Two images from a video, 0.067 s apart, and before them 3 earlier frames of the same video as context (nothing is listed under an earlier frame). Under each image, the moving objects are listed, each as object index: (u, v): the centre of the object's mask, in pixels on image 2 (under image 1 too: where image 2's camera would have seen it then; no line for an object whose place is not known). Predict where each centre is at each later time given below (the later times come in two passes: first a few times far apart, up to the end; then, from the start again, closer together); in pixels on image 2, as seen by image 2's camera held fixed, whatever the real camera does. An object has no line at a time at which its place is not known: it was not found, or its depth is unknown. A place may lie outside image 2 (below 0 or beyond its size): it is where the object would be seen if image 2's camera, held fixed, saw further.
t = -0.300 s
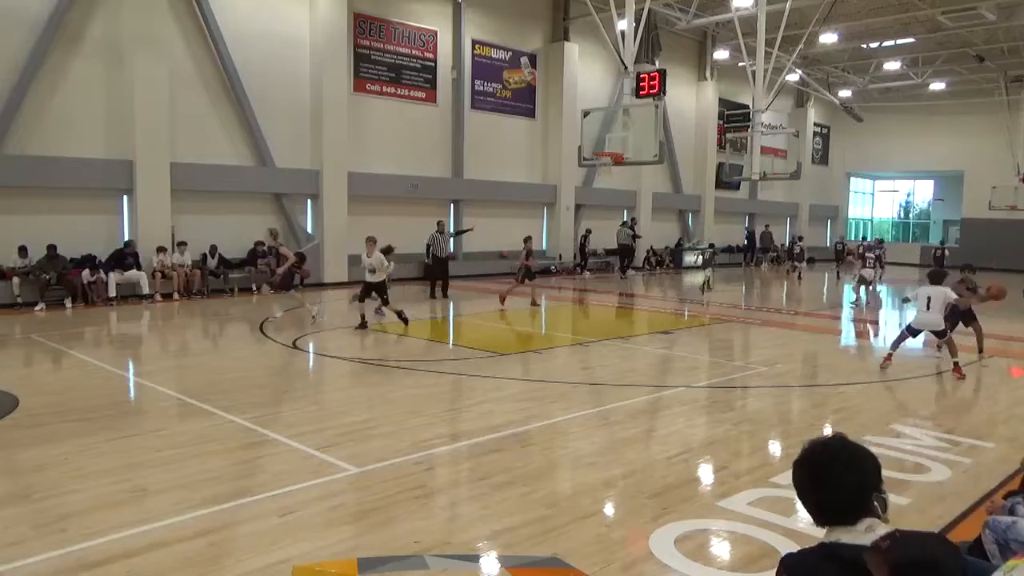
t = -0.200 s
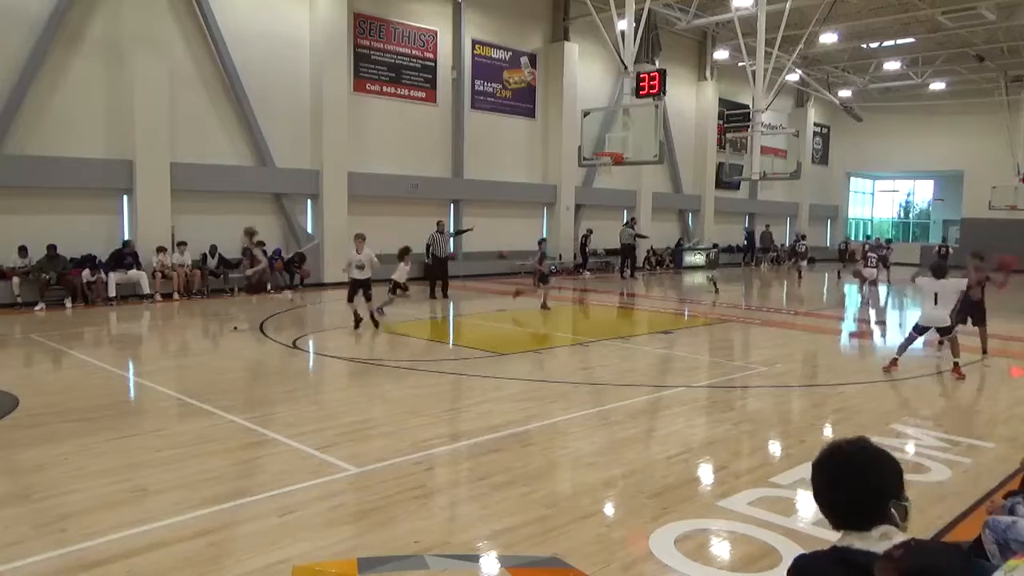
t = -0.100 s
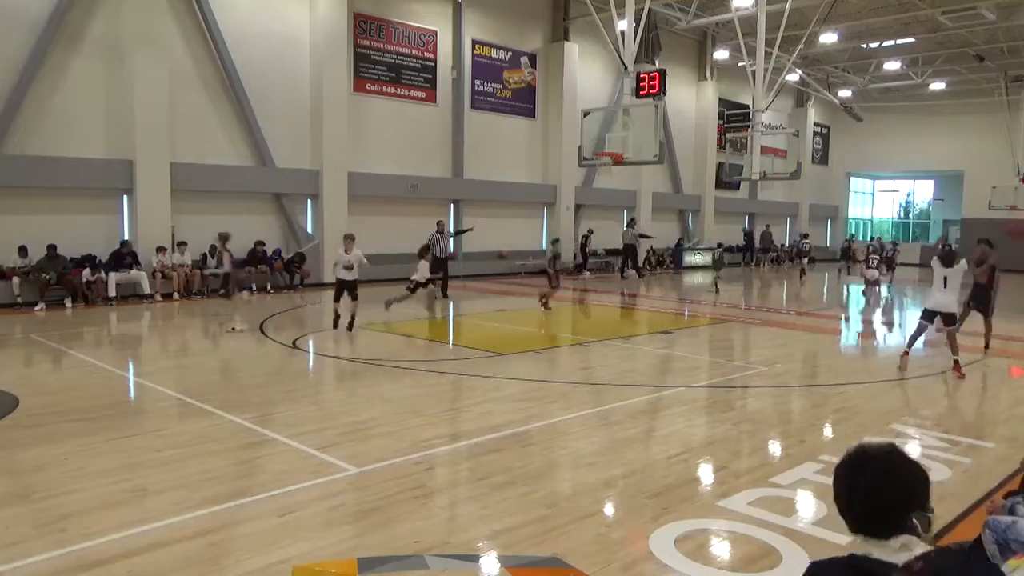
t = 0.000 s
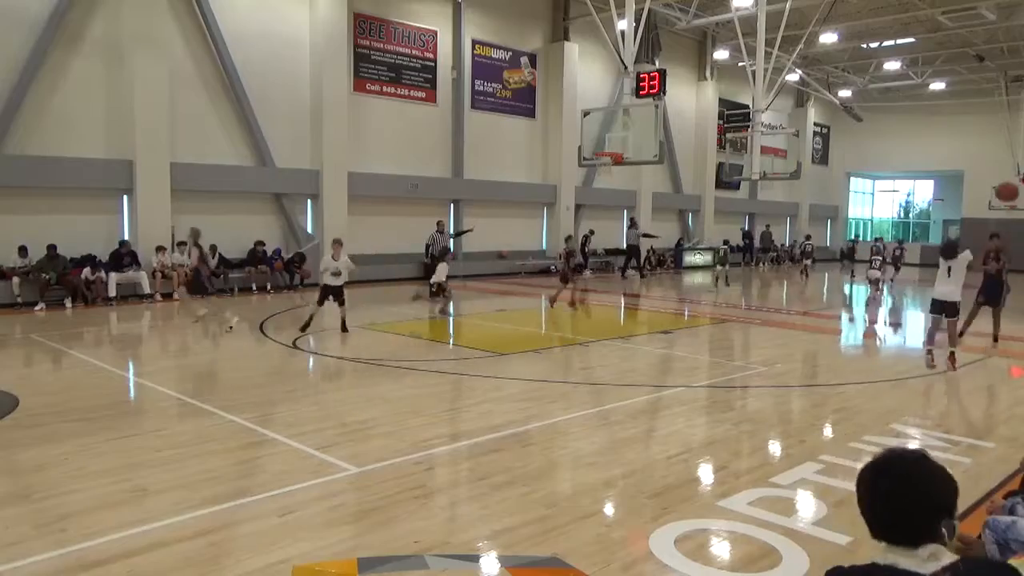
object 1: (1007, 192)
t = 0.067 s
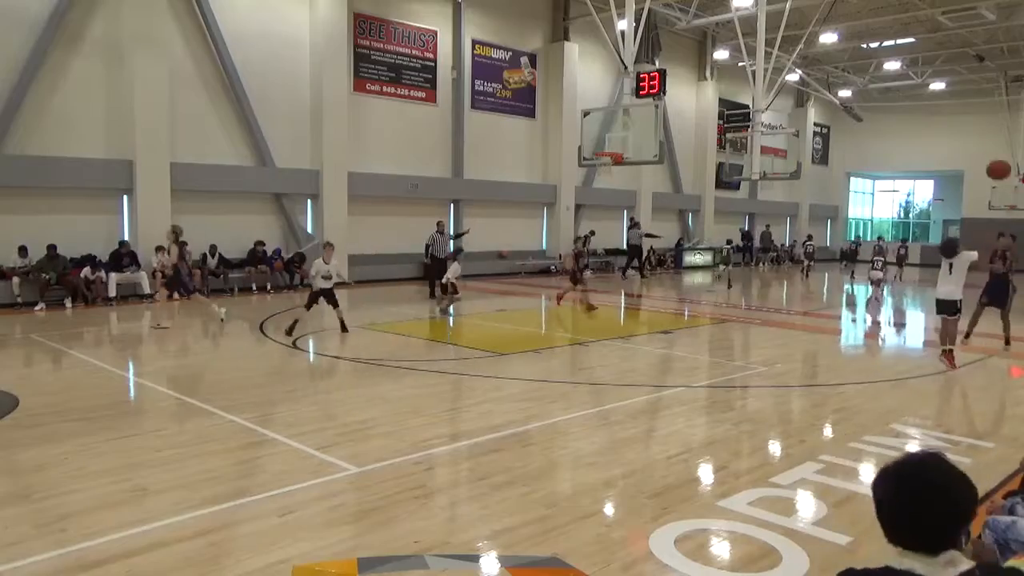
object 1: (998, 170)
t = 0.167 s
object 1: (984, 140)
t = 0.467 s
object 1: (927, 93)
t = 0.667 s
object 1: (866, 109)
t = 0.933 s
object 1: (743, 259)
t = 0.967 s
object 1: (722, 291)
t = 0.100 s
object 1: (994, 160)
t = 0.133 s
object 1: (989, 150)
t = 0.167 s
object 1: (984, 140)
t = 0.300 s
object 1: (962, 111)
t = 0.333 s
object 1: (957, 106)
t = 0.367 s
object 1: (949, 101)
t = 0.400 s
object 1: (942, 98)
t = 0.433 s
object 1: (935, 94)
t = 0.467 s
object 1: (927, 93)
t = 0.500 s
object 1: (918, 92)
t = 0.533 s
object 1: (911, 92)
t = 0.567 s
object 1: (900, 95)
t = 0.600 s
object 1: (891, 98)
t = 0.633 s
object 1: (879, 104)
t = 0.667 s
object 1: (866, 109)
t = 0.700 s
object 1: (856, 119)
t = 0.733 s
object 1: (845, 131)
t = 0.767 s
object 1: (830, 145)
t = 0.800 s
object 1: (815, 161)
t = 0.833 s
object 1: (799, 181)
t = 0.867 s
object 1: (781, 203)
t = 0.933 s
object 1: (743, 259)
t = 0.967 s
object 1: (722, 291)
